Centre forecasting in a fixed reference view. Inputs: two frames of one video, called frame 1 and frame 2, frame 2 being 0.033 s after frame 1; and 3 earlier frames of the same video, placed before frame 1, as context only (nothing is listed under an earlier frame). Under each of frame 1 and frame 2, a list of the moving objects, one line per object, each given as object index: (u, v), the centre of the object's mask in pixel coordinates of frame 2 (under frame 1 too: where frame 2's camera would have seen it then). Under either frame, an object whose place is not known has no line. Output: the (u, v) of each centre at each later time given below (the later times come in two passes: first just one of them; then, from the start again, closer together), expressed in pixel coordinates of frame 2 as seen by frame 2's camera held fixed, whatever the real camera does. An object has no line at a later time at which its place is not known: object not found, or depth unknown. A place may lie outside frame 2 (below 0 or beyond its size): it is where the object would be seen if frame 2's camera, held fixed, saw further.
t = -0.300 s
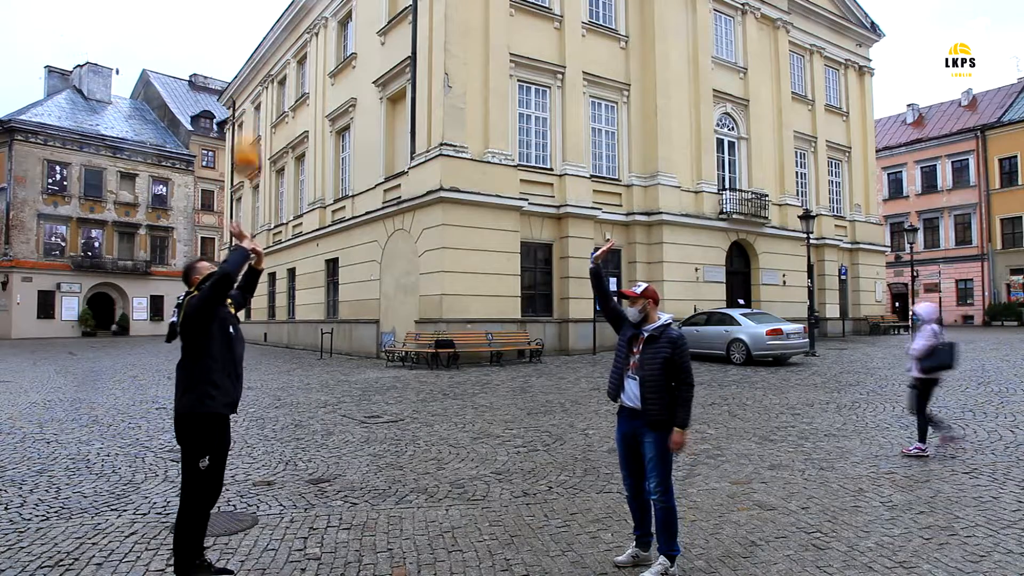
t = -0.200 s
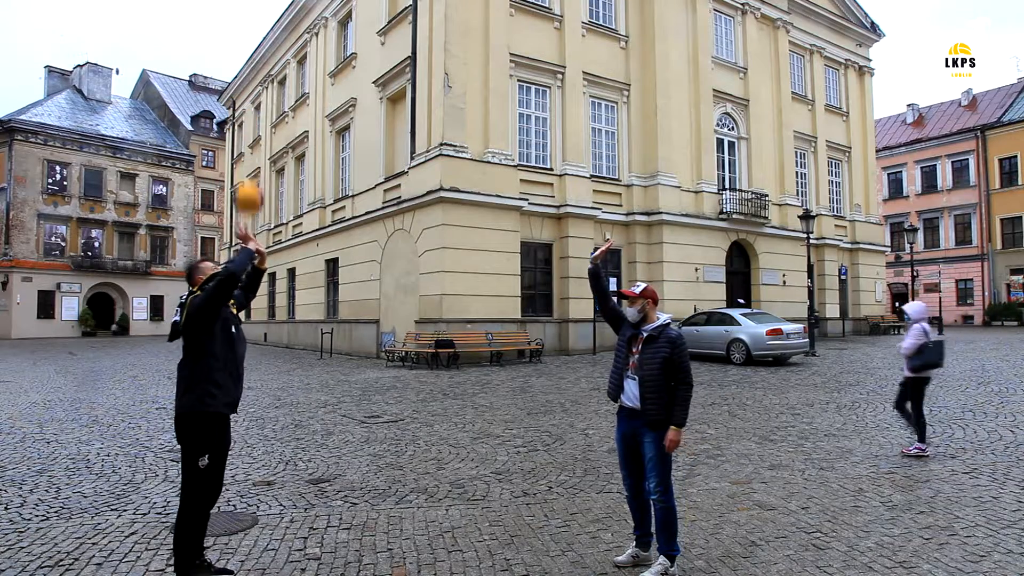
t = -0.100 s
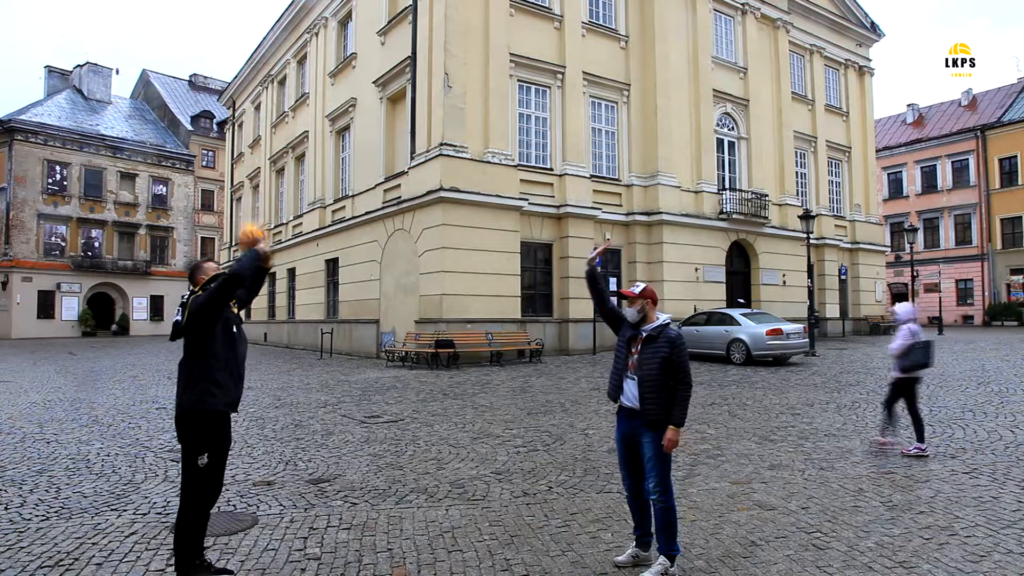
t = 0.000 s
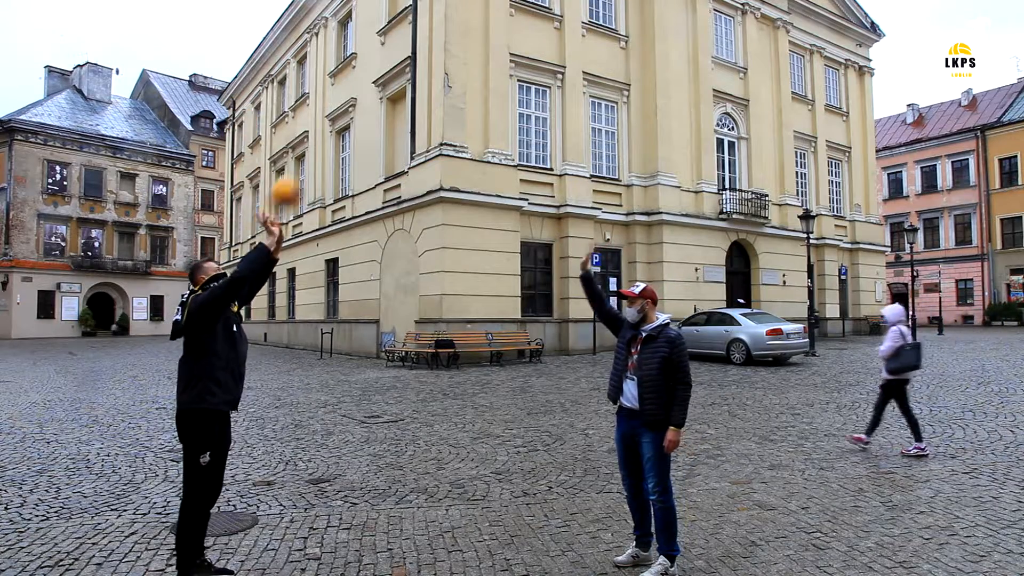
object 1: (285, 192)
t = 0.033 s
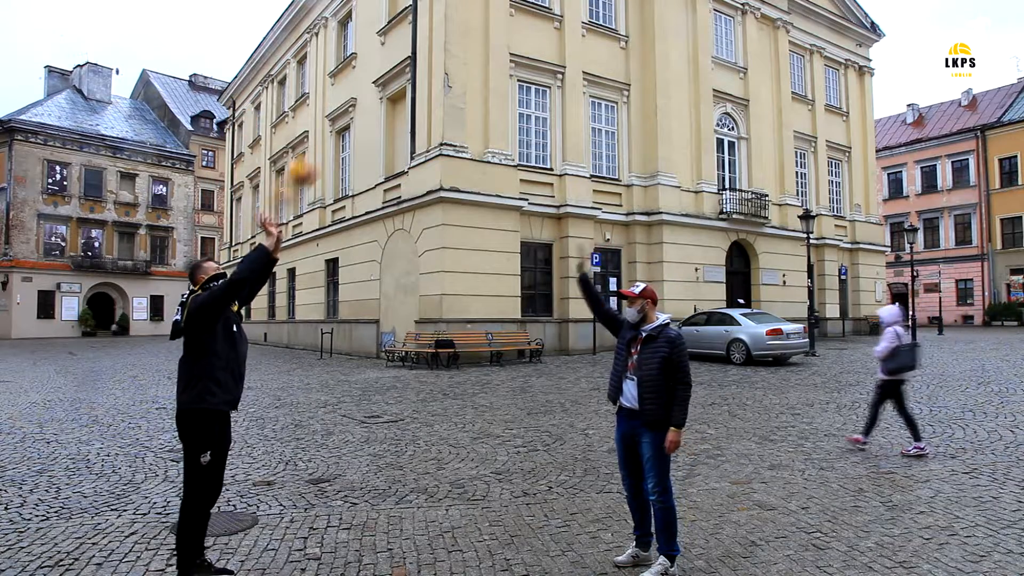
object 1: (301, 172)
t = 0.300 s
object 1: (396, 102)
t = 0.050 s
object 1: (301, 170)
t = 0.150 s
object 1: (344, 129)
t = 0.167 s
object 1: (349, 126)
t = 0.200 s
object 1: (364, 116)
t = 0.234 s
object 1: (374, 112)
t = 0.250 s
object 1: (382, 108)
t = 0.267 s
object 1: (384, 107)
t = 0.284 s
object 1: (393, 102)
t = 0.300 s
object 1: (396, 102)
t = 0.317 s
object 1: (404, 100)
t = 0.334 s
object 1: (409, 98)
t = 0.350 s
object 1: (415, 97)
